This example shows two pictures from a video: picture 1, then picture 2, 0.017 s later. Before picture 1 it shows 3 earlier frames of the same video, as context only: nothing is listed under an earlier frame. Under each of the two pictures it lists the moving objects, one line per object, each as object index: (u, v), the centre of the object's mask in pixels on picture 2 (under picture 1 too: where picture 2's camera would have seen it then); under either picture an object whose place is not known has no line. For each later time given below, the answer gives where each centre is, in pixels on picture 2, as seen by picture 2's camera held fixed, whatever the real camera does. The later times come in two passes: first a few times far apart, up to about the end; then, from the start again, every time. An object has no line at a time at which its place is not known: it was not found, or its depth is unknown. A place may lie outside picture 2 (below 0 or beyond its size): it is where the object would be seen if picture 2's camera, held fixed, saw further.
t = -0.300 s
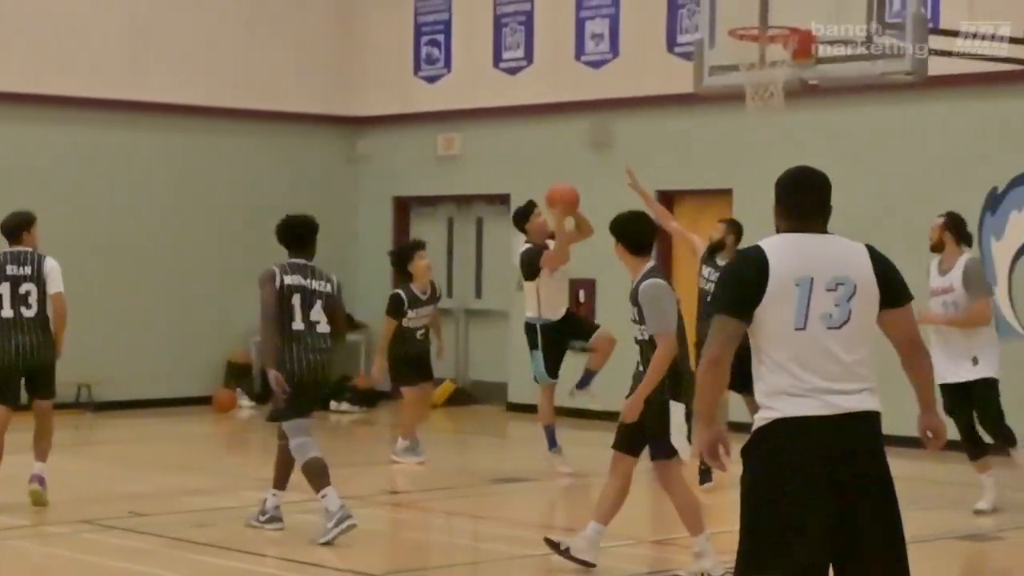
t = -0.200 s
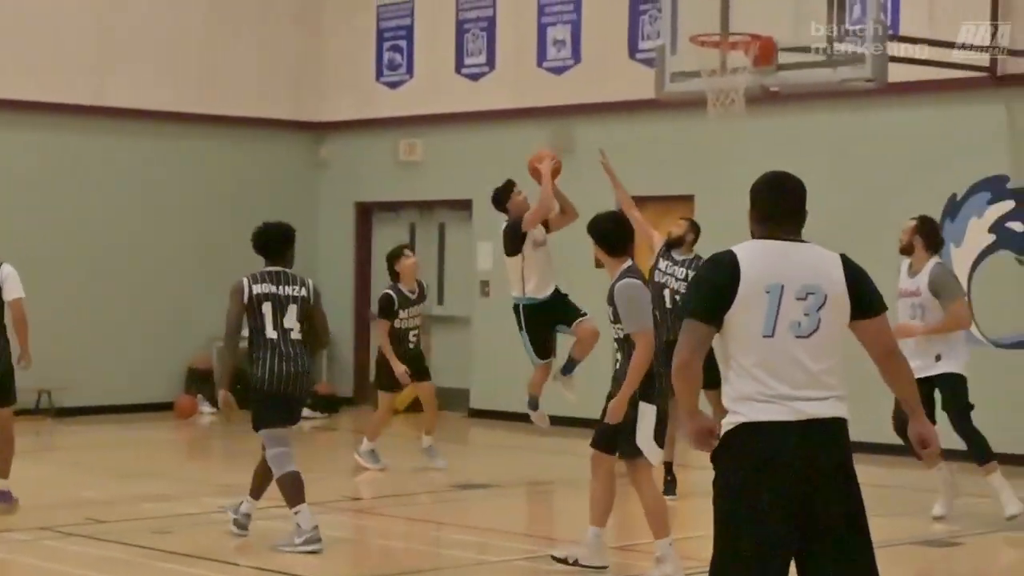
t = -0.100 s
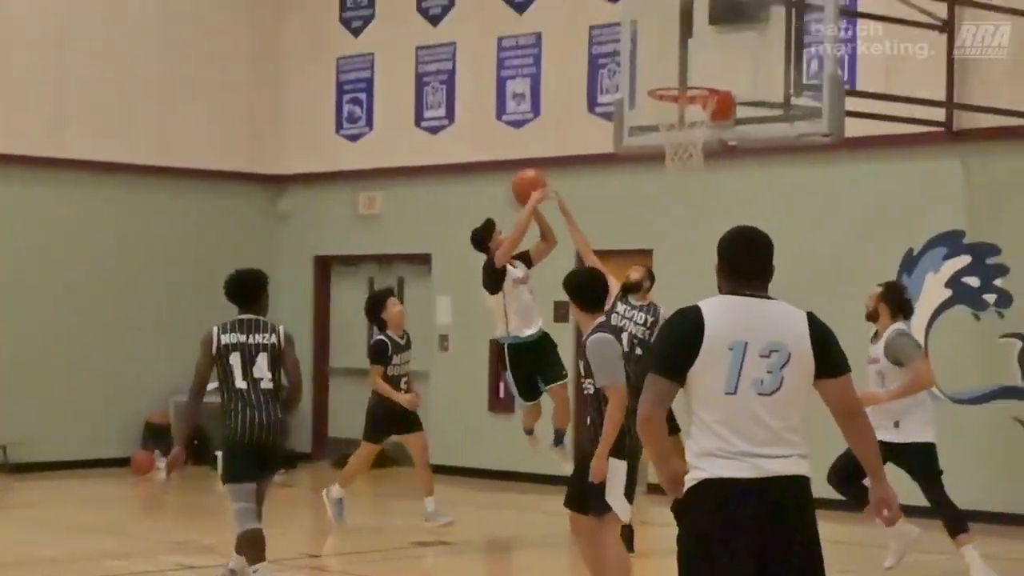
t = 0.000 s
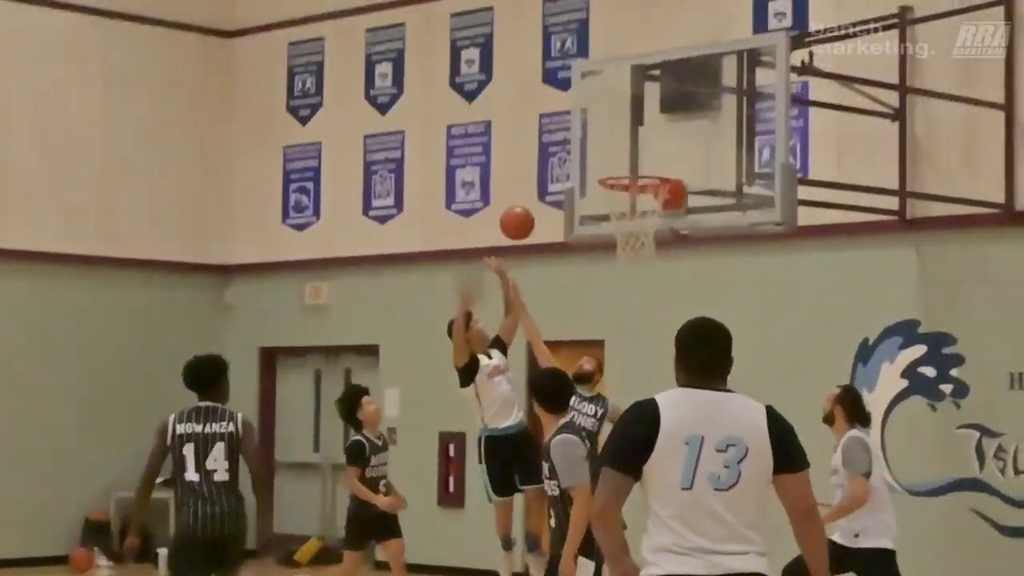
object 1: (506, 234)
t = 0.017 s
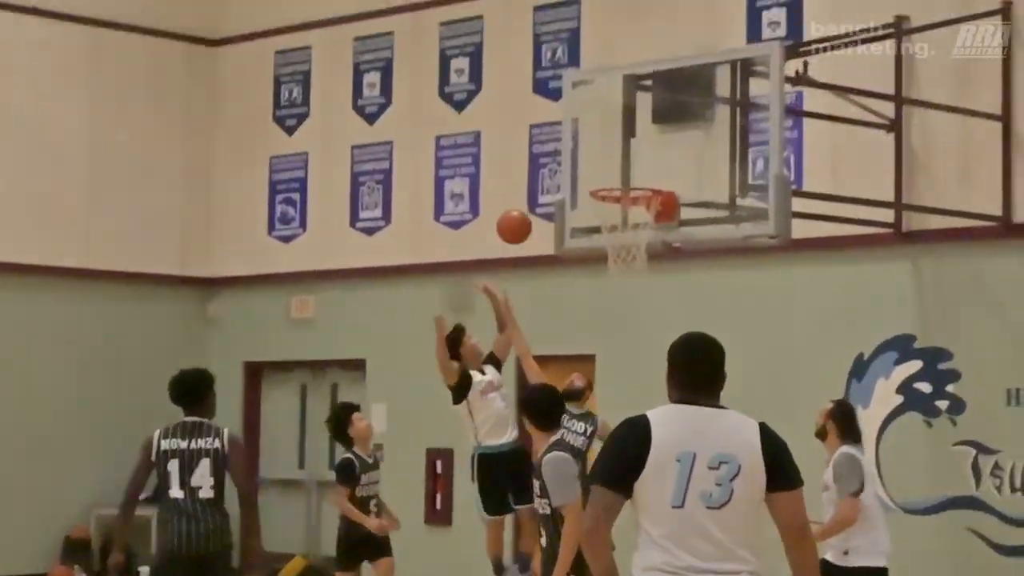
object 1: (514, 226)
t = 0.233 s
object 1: (606, 153)
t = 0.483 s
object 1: (619, 170)
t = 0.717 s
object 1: (623, 255)
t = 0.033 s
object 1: (521, 220)
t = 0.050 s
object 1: (528, 210)
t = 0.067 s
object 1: (536, 203)
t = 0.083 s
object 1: (543, 197)
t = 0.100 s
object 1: (550, 189)
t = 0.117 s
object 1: (557, 184)
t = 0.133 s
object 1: (565, 177)
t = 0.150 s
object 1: (572, 172)
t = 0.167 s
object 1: (580, 167)
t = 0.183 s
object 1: (587, 163)
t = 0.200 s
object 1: (594, 159)
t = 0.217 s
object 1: (601, 155)
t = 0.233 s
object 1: (606, 153)
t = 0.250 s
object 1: (608, 151)
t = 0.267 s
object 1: (608, 149)
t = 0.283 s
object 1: (609, 149)
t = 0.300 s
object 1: (609, 148)
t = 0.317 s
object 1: (611, 148)
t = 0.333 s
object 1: (611, 149)
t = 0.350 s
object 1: (613, 149)
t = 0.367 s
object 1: (613, 150)
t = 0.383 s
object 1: (614, 151)
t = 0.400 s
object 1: (615, 153)
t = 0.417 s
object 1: (616, 156)
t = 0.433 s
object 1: (617, 159)
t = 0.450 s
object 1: (618, 162)
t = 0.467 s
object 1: (618, 166)
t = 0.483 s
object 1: (619, 170)
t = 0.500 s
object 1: (620, 172)
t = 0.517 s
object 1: (621, 176)
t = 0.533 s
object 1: (623, 180)
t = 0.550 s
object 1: (622, 190)
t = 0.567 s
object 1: (622, 196)
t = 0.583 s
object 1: (622, 202)
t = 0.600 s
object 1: (621, 207)
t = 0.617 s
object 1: (622, 213)
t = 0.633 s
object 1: (621, 221)
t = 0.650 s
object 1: (621, 228)
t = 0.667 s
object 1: (622, 235)
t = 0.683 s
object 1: (622, 242)
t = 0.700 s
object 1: (622, 248)
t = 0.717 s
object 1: (623, 255)
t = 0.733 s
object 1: (623, 267)
